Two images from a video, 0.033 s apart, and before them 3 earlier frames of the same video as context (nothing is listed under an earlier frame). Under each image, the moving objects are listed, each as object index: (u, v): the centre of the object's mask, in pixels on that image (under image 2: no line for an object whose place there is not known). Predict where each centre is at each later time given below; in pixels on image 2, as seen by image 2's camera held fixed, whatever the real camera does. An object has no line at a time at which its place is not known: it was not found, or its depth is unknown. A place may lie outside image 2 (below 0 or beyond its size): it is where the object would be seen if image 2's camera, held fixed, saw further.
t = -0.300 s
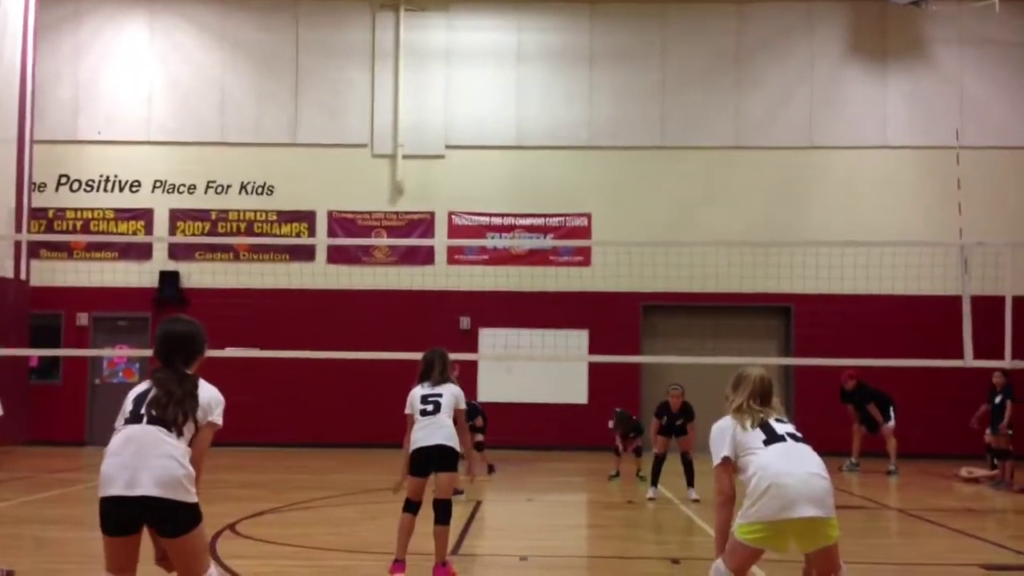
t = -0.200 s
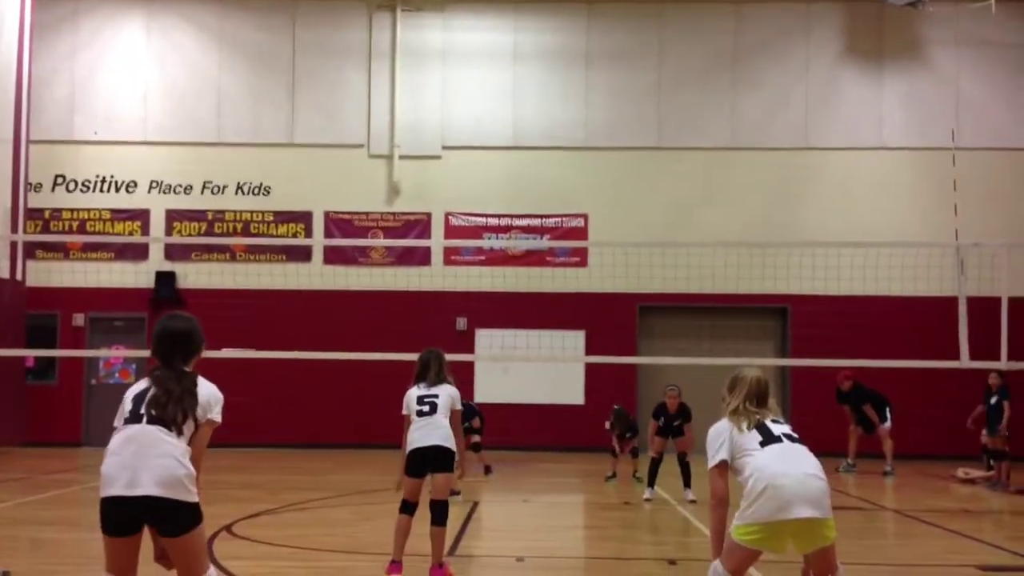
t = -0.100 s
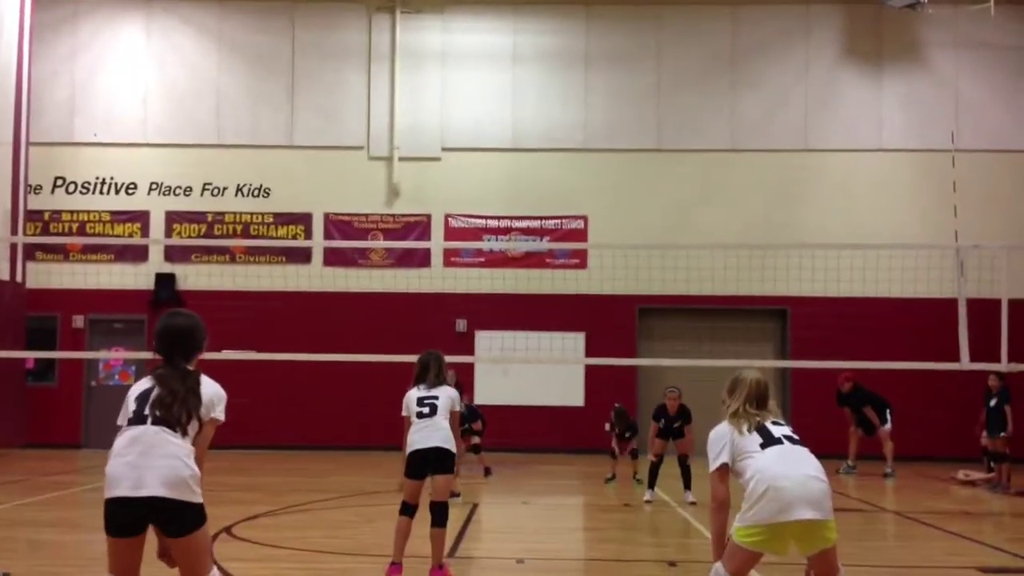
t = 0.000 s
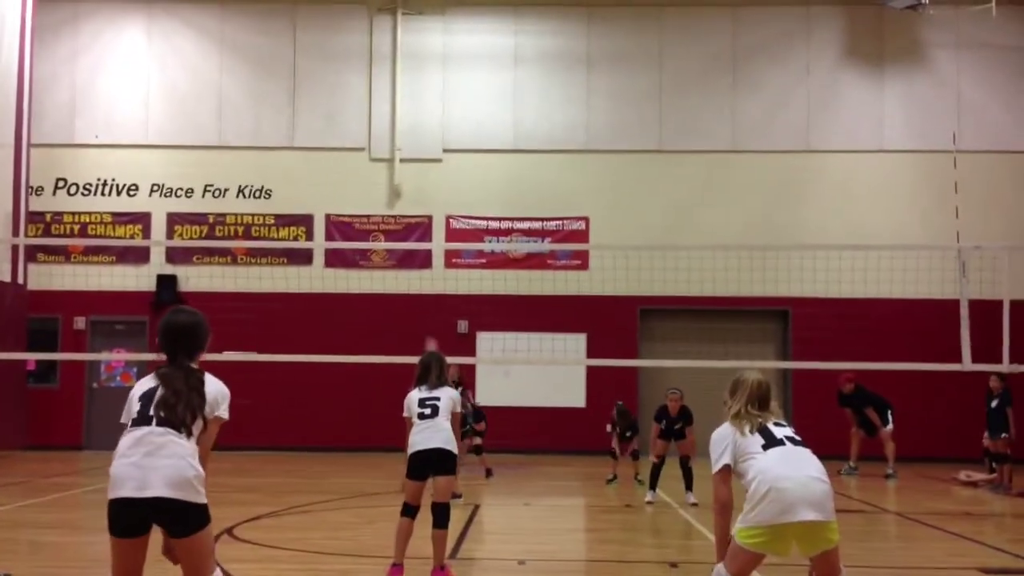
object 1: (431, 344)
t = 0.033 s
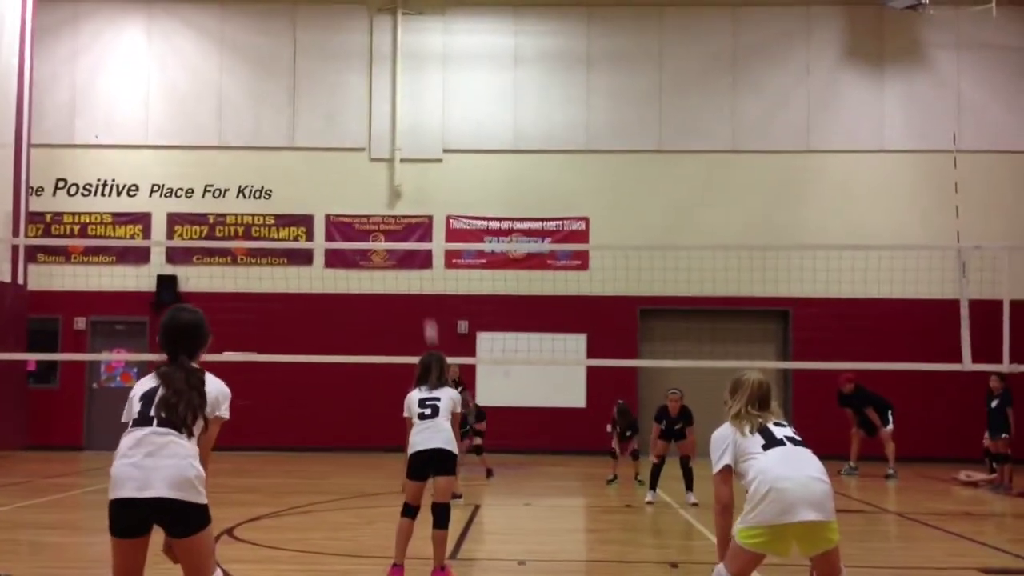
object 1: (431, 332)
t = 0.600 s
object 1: (397, 41)
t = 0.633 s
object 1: (395, 28)
